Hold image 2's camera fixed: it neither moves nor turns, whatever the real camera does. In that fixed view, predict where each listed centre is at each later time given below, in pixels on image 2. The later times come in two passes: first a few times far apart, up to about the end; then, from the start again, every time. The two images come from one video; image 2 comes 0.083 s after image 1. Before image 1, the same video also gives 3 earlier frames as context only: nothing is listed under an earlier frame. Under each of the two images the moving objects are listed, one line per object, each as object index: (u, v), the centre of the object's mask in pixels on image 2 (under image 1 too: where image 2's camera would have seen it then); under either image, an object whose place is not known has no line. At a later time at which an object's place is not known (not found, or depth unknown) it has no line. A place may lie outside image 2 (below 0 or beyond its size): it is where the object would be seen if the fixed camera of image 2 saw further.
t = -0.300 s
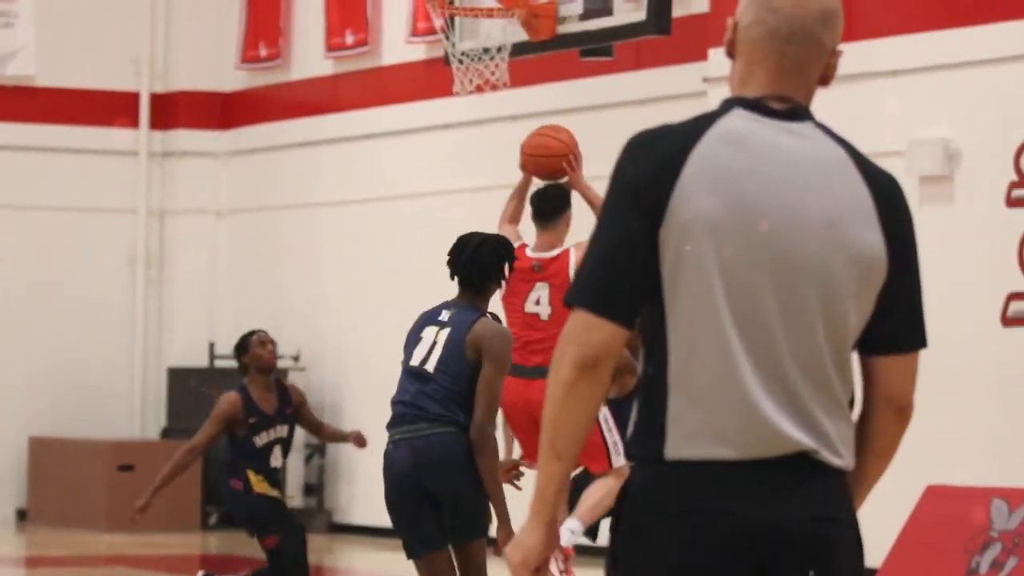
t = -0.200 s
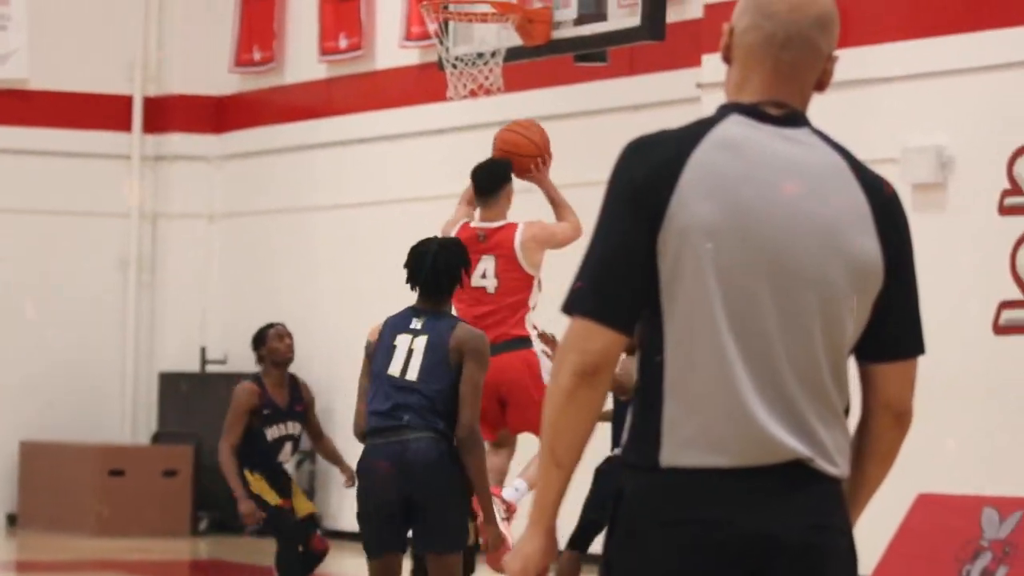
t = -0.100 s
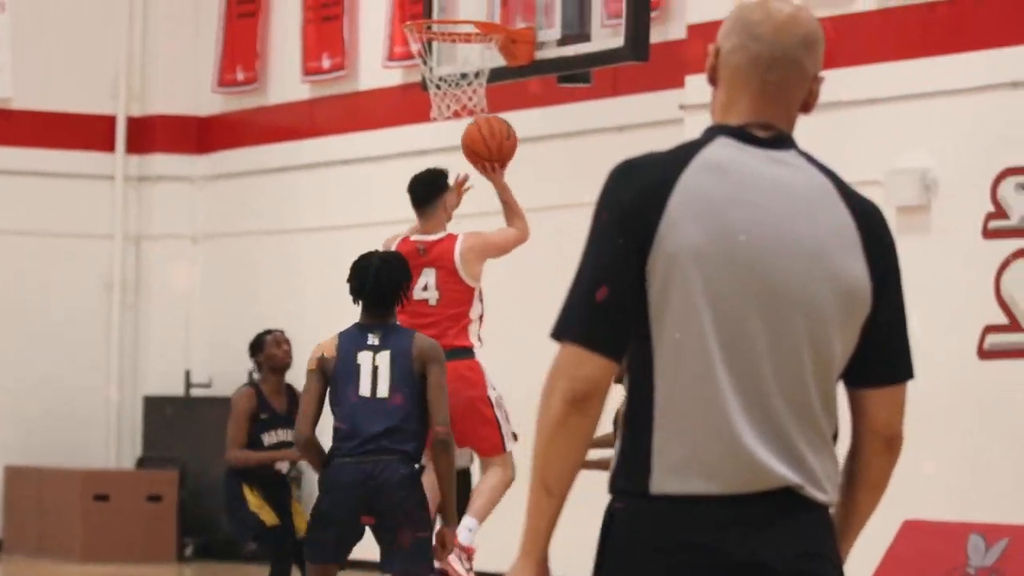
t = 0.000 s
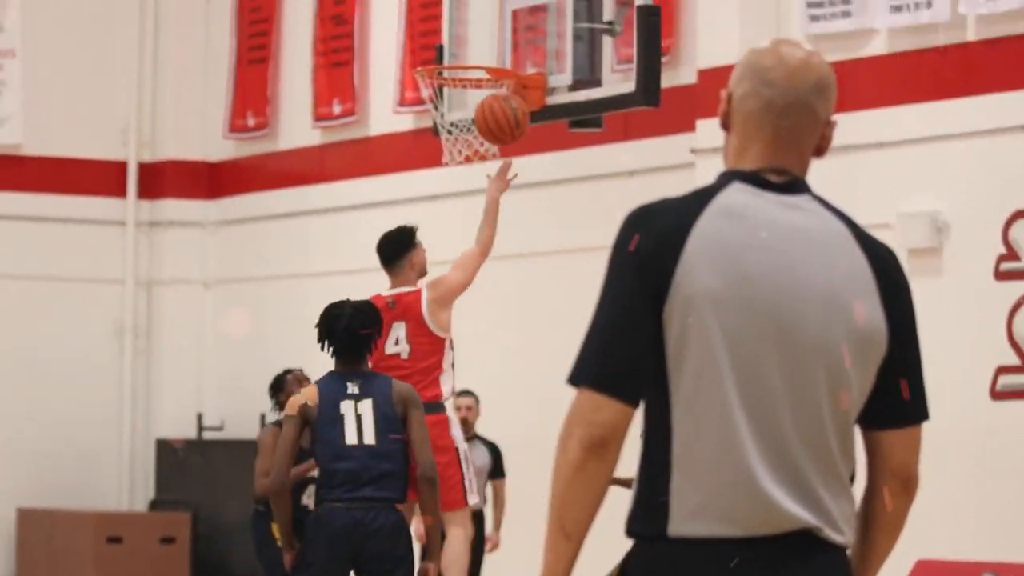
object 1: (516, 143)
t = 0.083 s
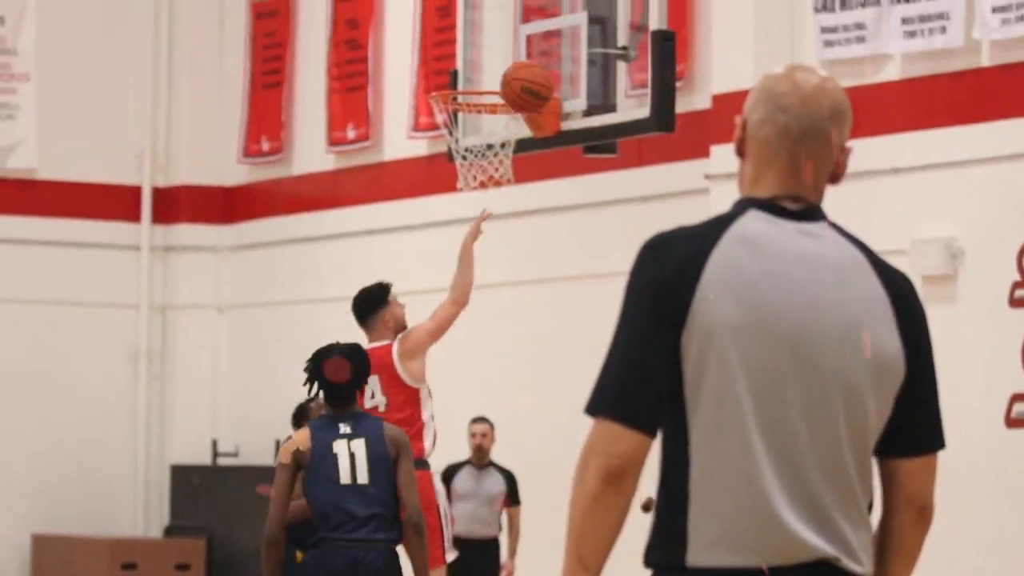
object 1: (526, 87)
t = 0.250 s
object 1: (549, 22)
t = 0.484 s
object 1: (532, 35)
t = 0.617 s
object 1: (475, 93)
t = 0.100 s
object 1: (529, 78)
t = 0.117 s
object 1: (532, 68)
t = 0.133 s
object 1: (533, 59)
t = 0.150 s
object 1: (536, 52)
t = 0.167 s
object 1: (539, 45)
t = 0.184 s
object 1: (541, 39)
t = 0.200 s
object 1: (542, 34)
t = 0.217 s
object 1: (545, 30)
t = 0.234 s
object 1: (547, 25)
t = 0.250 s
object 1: (549, 22)
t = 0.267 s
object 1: (550, 18)
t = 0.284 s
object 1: (552, 16)
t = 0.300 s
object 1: (554, 14)
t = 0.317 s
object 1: (556, 13)
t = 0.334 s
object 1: (558, 12)
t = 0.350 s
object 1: (560, 12)
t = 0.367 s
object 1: (562, 13)
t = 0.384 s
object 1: (564, 14)
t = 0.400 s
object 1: (565, 15)
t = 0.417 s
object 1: (560, 18)
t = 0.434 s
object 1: (553, 22)
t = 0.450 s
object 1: (546, 26)
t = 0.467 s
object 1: (539, 31)
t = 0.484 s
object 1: (532, 35)
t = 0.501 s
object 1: (525, 40)
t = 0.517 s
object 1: (518, 46)
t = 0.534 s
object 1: (511, 52)
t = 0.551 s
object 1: (504, 59)
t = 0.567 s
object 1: (497, 67)
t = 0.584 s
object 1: (490, 73)
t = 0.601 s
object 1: (484, 77)
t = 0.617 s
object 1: (475, 93)
